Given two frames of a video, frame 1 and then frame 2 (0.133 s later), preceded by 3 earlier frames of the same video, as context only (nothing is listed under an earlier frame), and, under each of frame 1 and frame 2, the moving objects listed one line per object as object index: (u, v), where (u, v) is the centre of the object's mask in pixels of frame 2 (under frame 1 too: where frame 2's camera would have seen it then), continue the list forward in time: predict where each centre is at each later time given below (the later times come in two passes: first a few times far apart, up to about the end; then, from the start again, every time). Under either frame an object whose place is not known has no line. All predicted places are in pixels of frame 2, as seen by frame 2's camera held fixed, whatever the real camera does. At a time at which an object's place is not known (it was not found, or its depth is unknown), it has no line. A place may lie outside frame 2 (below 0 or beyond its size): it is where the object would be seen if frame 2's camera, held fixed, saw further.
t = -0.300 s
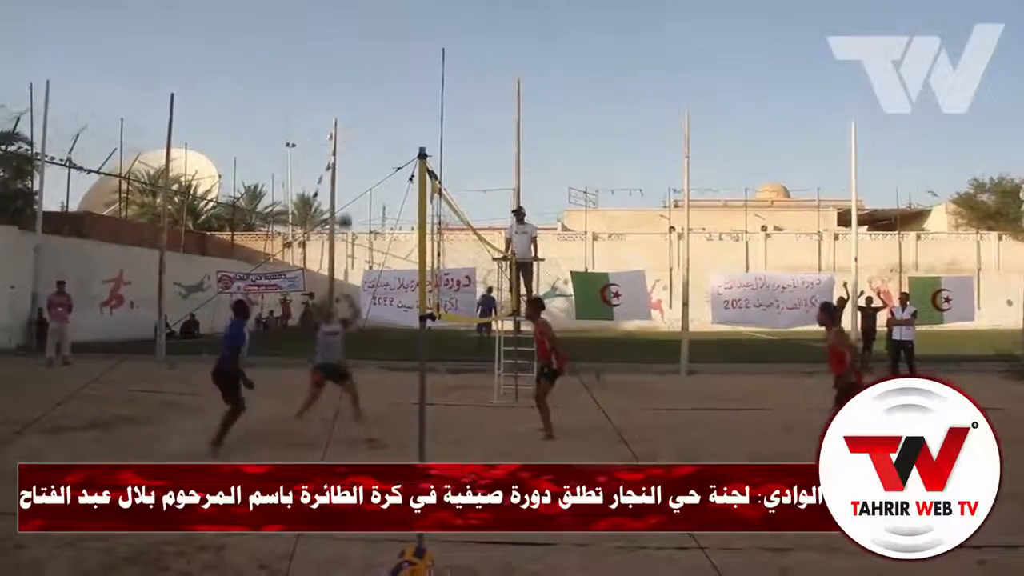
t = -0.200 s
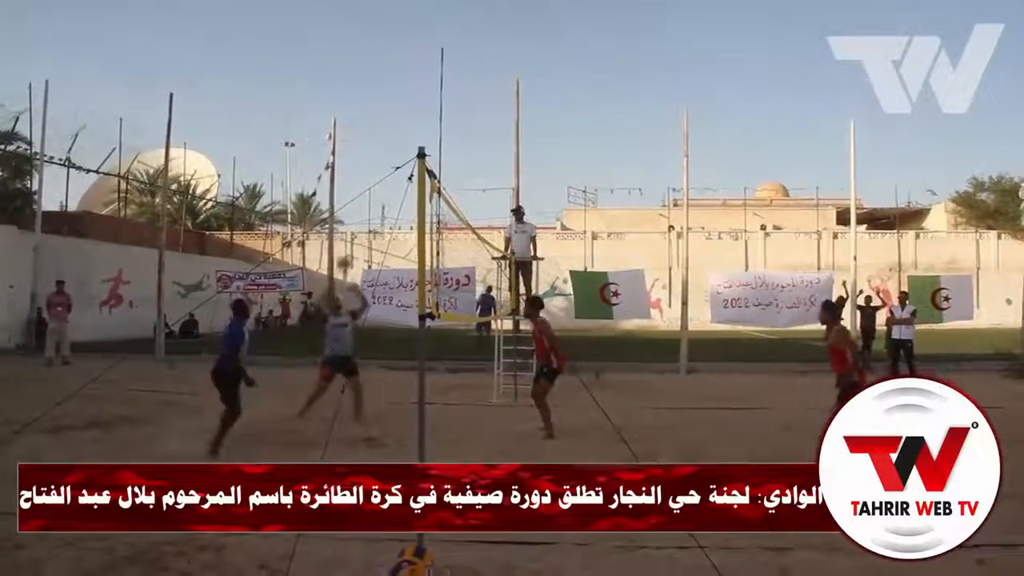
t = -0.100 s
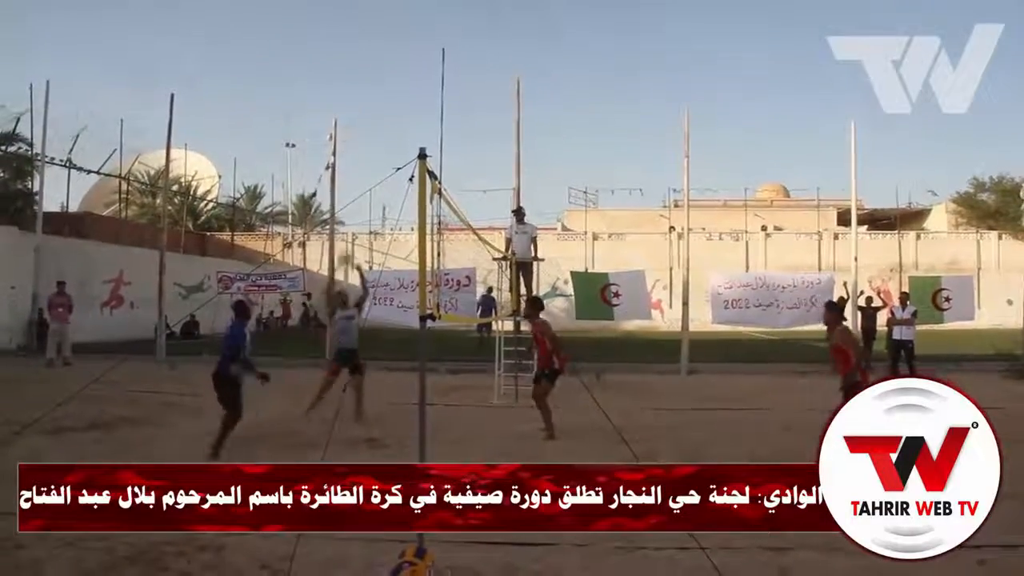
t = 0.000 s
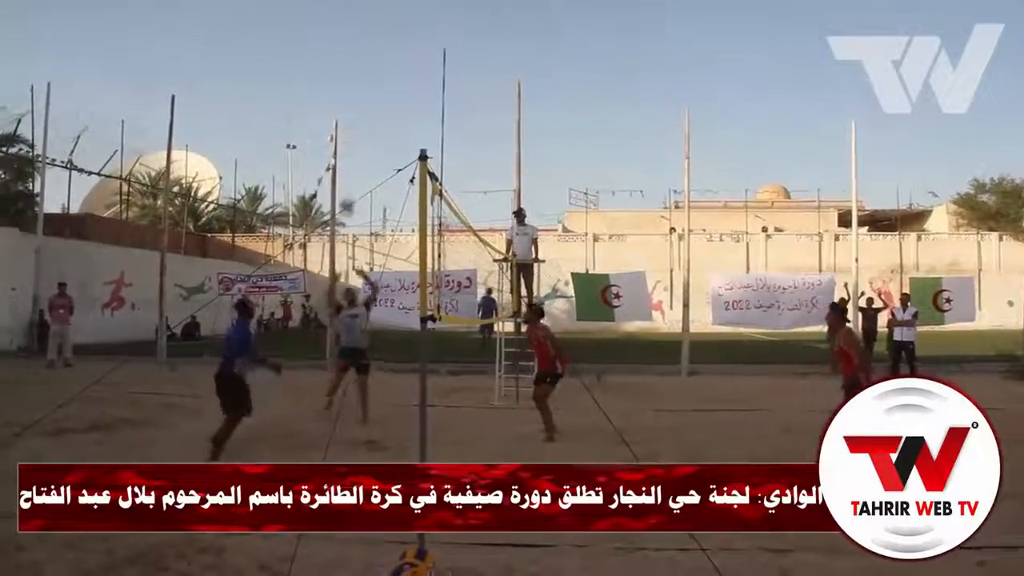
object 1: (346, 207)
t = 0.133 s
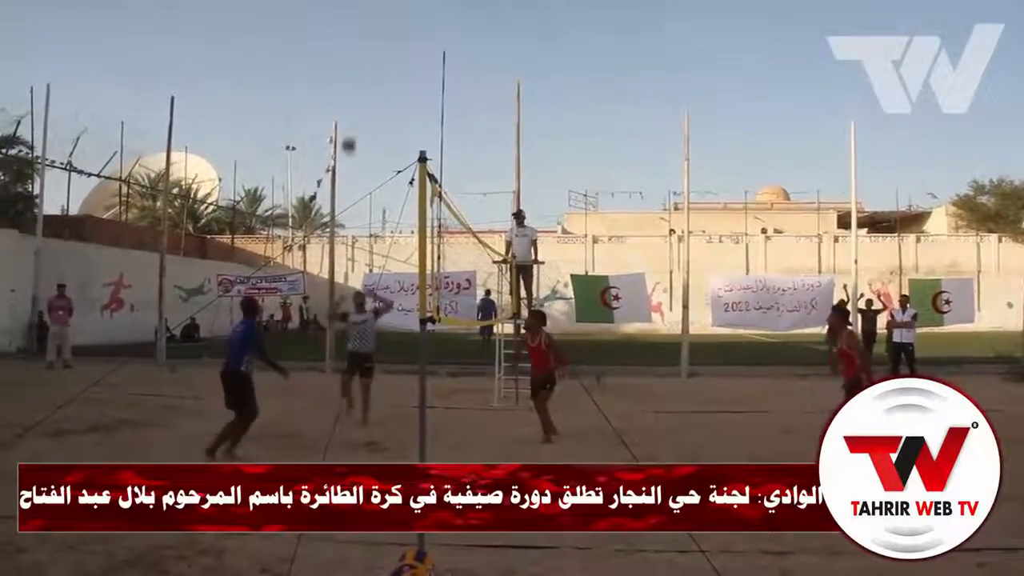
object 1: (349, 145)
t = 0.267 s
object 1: (351, 95)
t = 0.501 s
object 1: (354, 36)
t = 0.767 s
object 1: (358, 15)
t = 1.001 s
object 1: (359, 45)
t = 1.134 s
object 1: (357, 86)
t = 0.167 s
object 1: (348, 131)
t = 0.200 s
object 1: (349, 118)
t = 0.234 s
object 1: (350, 106)
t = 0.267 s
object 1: (351, 95)
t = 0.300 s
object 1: (351, 84)
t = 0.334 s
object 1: (351, 74)
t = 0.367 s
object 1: (352, 65)
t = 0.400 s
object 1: (352, 57)
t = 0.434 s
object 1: (352, 49)
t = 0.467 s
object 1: (353, 41)
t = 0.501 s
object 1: (354, 36)
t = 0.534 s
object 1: (354, 30)
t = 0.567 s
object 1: (355, 25)
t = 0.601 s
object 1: (355, 22)
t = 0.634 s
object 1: (356, 19)
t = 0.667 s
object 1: (357, 16)
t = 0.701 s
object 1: (357, 15)
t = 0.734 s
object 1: (358, 15)
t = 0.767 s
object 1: (358, 15)
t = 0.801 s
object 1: (358, 17)
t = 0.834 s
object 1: (358, 20)
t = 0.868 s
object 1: (358, 23)
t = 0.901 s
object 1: (359, 27)
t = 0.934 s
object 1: (359, 32)
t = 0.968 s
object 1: (359, 38)
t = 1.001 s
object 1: (359, 45)
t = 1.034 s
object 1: (359, 53)
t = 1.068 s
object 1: (358, 63)
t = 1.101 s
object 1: (357, 75)
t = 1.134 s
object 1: (357, 86)
